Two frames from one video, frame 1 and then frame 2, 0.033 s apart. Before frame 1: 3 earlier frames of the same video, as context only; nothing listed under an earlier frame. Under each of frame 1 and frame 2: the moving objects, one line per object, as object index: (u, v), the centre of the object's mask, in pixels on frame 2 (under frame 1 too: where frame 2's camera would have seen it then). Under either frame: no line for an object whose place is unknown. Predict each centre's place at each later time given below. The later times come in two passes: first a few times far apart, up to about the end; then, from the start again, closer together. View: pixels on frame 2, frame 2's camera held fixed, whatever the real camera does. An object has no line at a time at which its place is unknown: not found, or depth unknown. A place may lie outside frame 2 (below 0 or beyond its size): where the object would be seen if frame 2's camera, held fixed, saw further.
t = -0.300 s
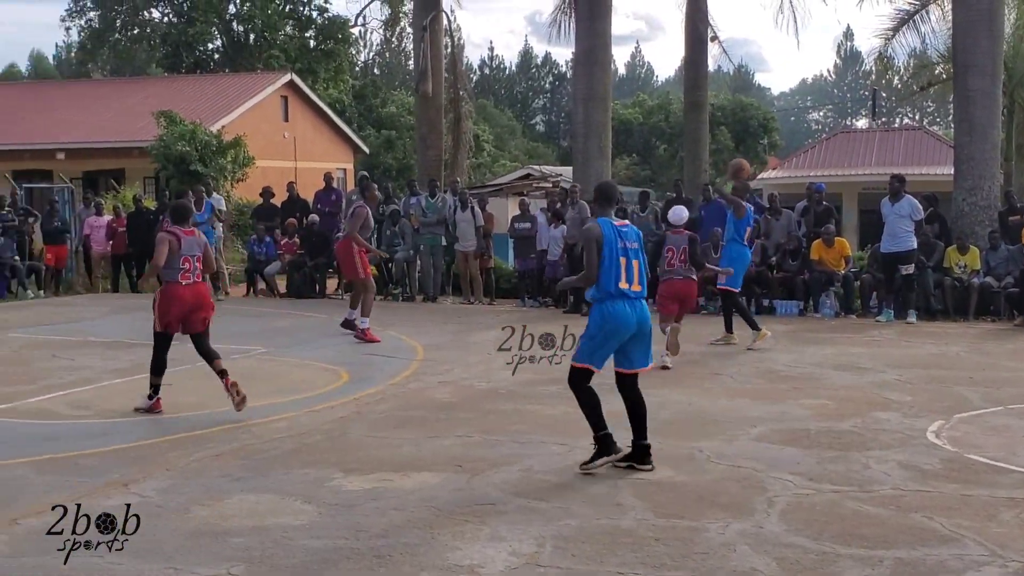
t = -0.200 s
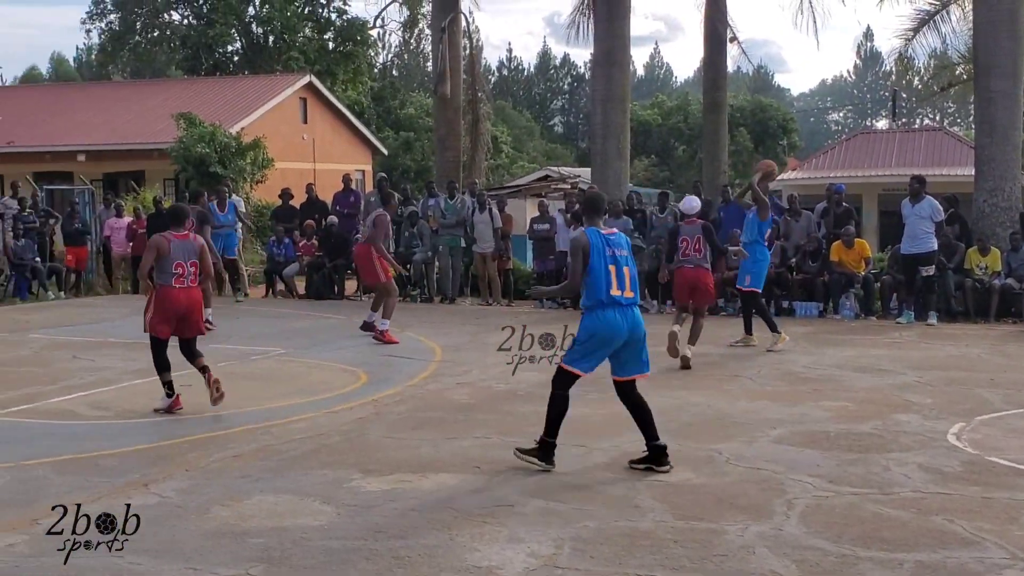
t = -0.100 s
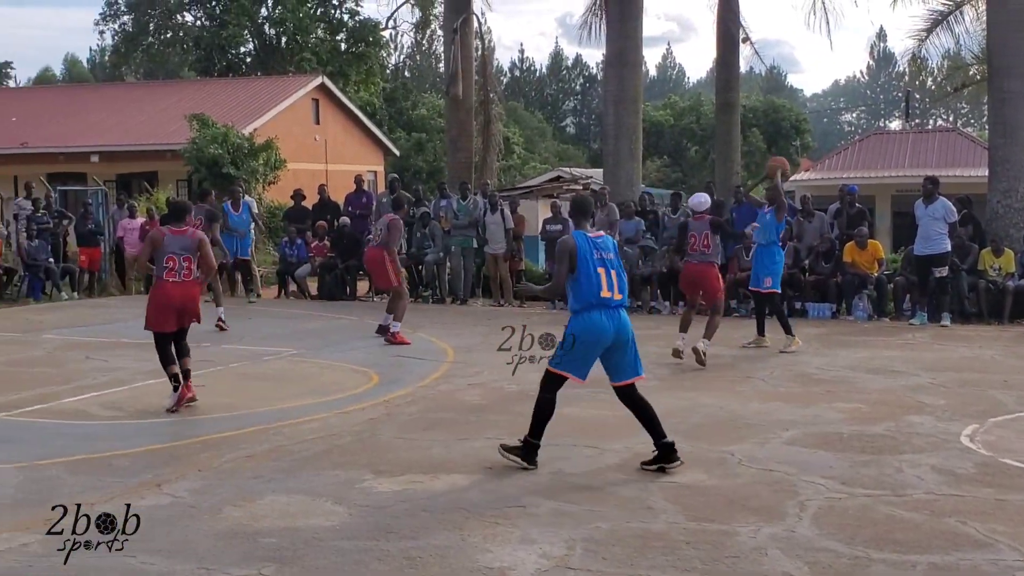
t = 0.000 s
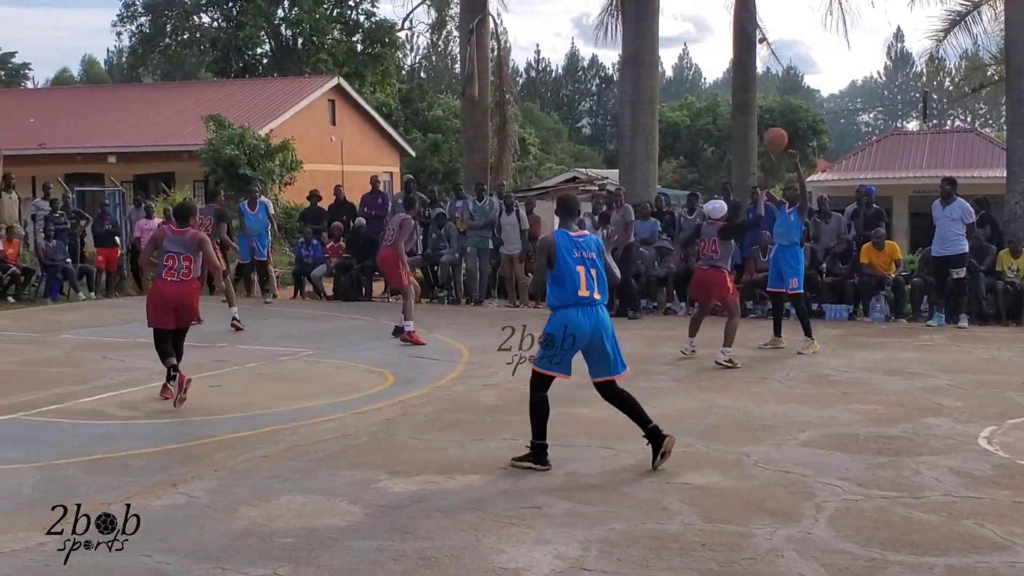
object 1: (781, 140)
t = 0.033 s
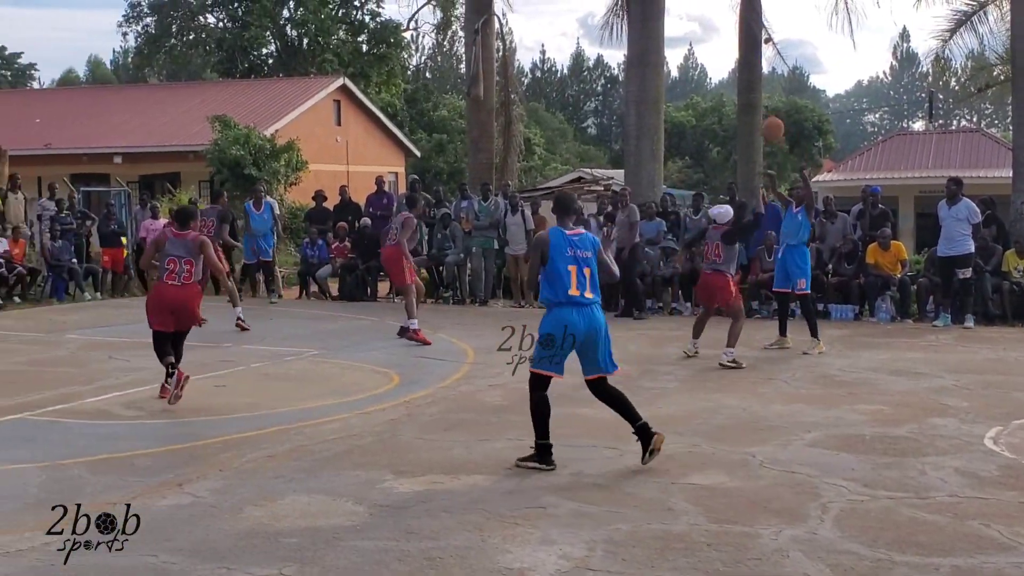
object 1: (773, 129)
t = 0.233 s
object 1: (709, 87)
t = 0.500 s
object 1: (602, 95)
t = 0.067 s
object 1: (762, 119)
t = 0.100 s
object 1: (753, 110)
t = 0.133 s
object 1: (741, 103)
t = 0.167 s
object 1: (731, 97)
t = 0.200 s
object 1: (719, 91)
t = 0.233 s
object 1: (709, 87)
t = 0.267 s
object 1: (697, 83)
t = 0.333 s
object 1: (671, 80)
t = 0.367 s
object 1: (658, 78)
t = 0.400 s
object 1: (645, 80)
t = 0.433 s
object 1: (632, 84)
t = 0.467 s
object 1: (617, 89)
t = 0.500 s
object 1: (602, 95)
